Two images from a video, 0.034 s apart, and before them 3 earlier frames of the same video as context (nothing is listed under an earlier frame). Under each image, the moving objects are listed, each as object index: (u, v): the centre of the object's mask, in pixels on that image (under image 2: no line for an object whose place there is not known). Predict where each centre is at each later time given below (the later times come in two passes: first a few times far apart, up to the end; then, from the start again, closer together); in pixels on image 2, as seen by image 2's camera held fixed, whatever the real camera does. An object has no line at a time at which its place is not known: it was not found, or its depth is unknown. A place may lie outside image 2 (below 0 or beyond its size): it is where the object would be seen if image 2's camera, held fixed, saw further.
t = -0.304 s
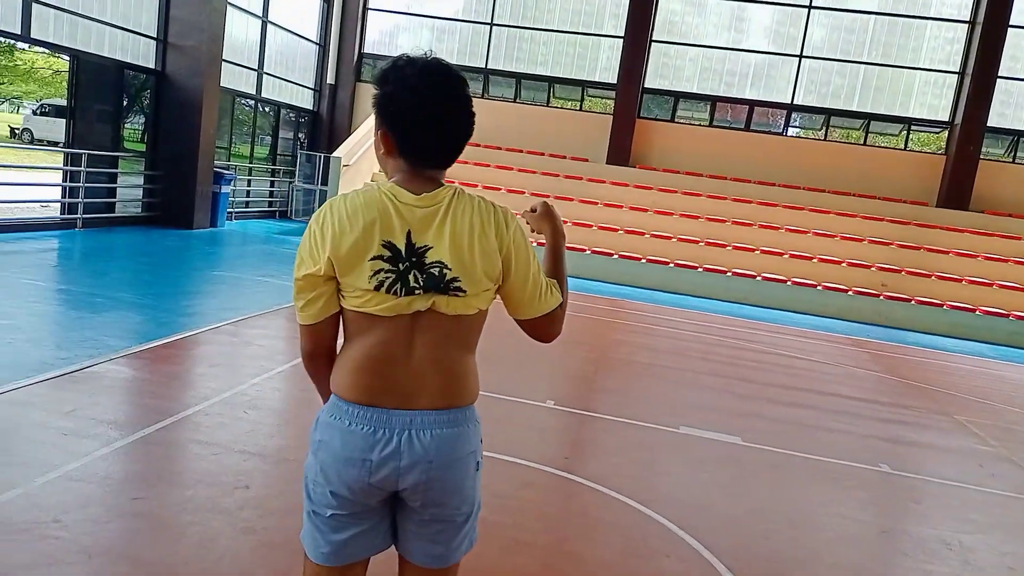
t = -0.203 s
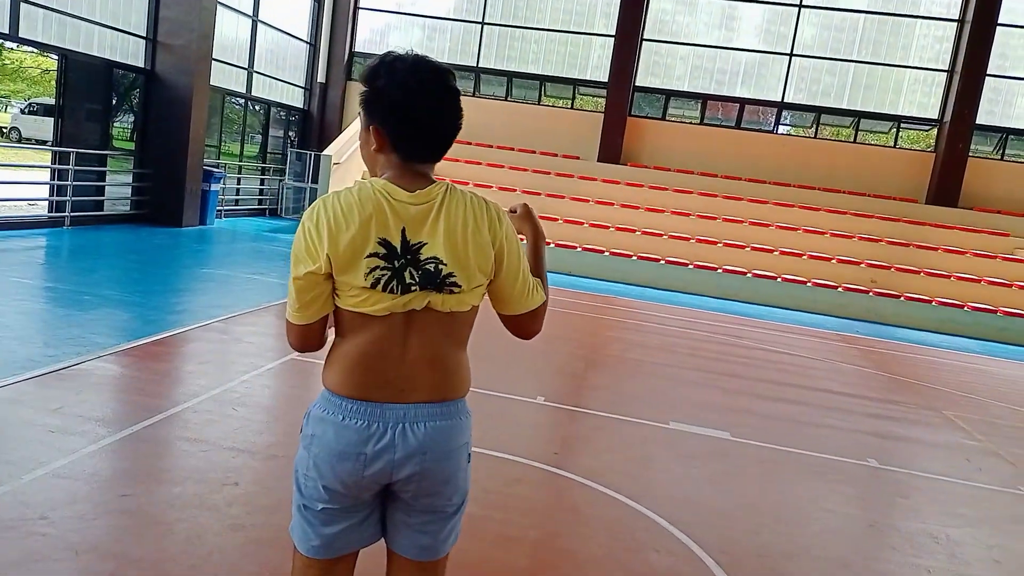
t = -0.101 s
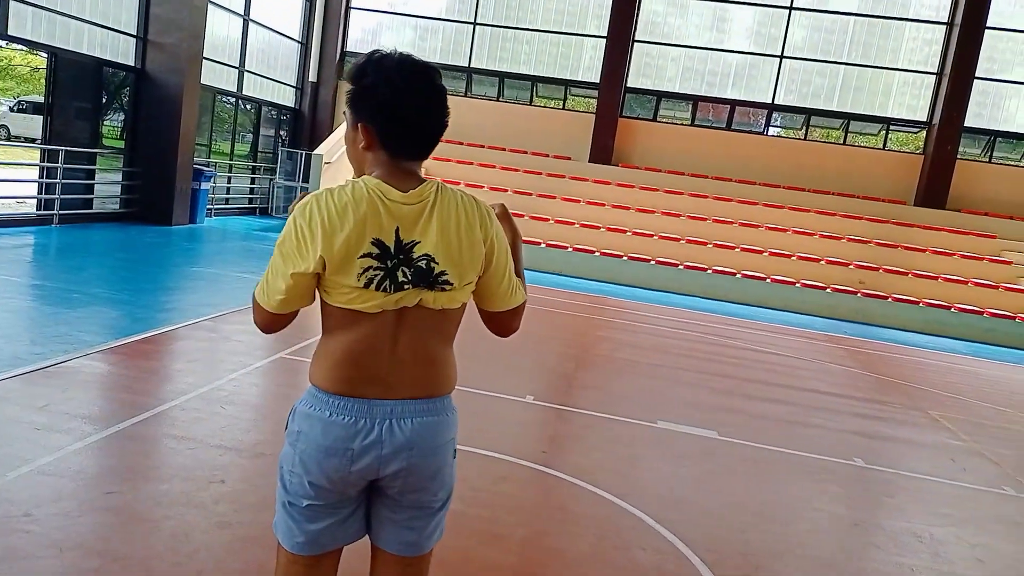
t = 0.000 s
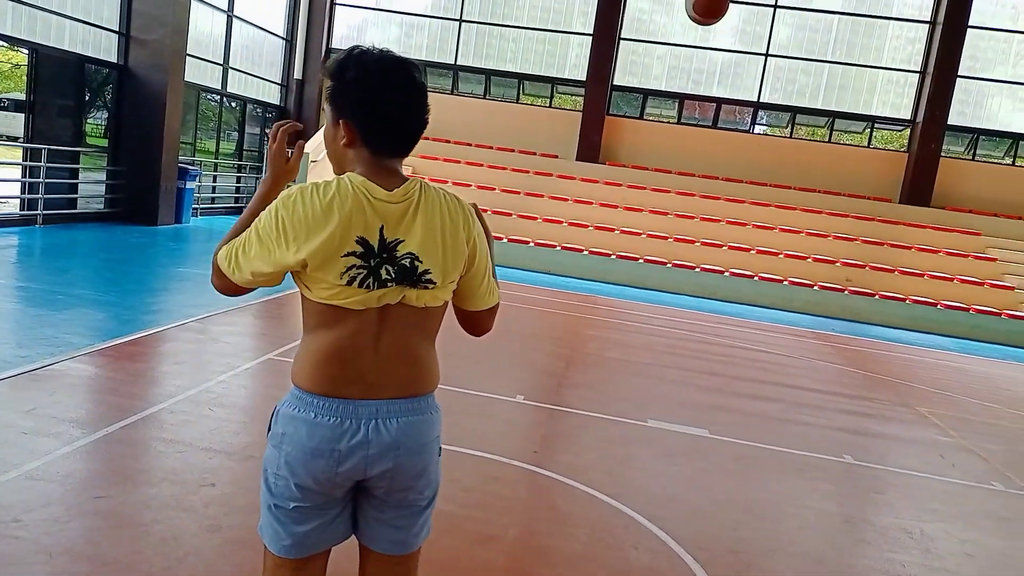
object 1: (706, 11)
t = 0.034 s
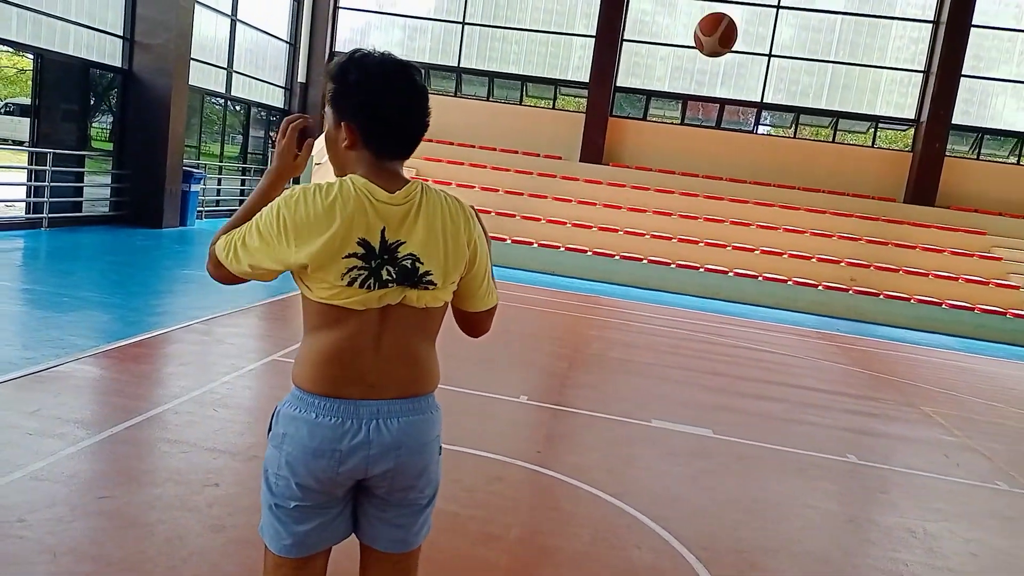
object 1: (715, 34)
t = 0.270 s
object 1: (743, 271)
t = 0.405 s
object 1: (754, 410)
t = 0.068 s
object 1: (722, 67)
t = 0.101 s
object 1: (727, 99)
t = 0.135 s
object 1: (732, 132)
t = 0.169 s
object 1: (734, 167)
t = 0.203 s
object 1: (737, 201)
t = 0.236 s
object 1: (741, 236)
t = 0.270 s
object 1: (743, 271)
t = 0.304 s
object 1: (746, 306)
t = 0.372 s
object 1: (752, 377)
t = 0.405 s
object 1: (754, 410)
